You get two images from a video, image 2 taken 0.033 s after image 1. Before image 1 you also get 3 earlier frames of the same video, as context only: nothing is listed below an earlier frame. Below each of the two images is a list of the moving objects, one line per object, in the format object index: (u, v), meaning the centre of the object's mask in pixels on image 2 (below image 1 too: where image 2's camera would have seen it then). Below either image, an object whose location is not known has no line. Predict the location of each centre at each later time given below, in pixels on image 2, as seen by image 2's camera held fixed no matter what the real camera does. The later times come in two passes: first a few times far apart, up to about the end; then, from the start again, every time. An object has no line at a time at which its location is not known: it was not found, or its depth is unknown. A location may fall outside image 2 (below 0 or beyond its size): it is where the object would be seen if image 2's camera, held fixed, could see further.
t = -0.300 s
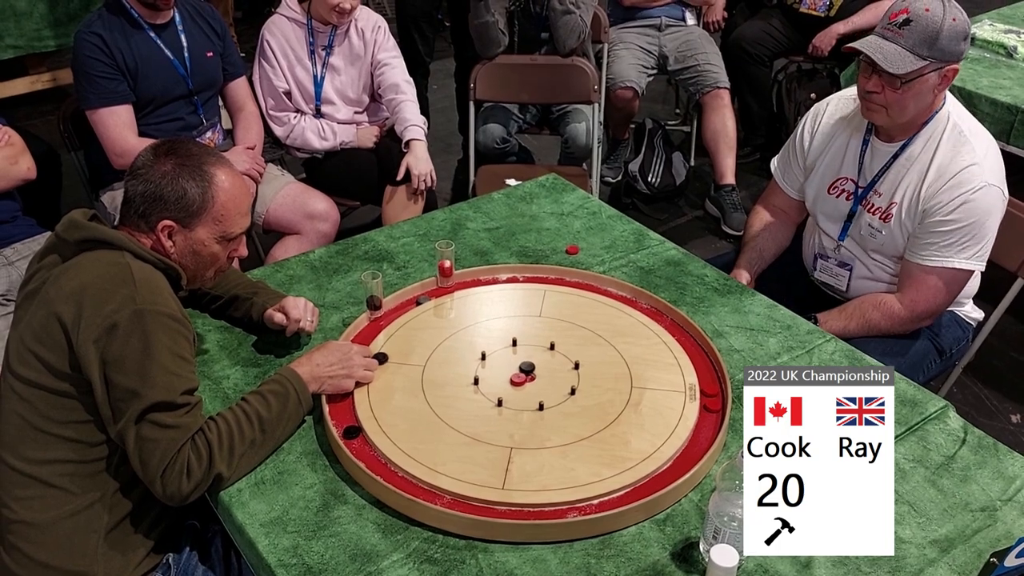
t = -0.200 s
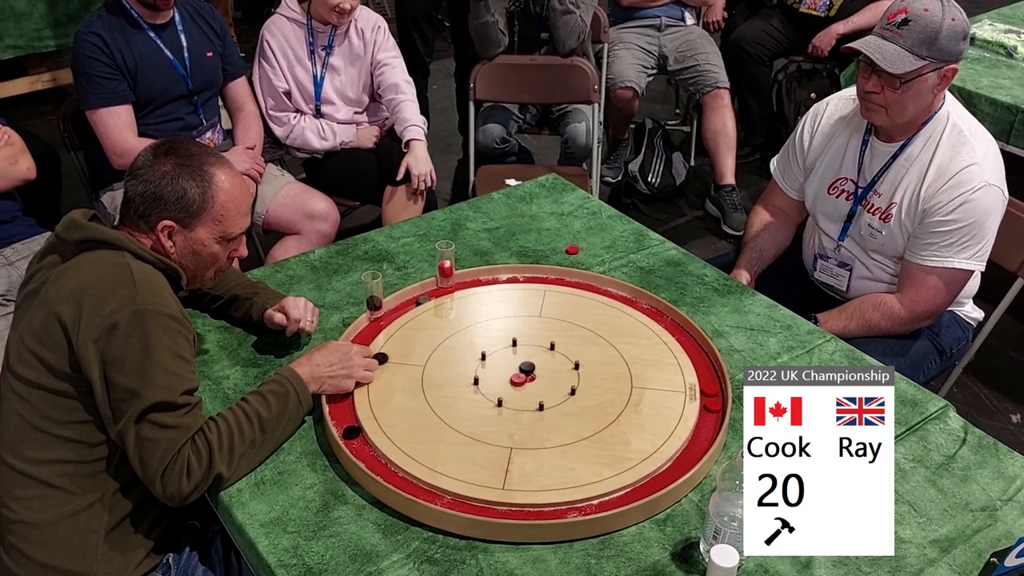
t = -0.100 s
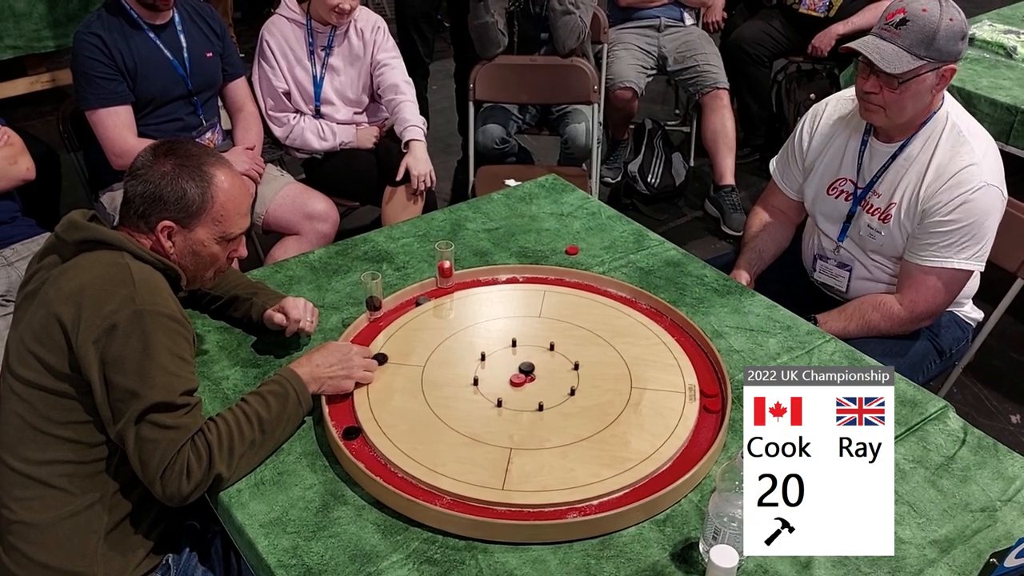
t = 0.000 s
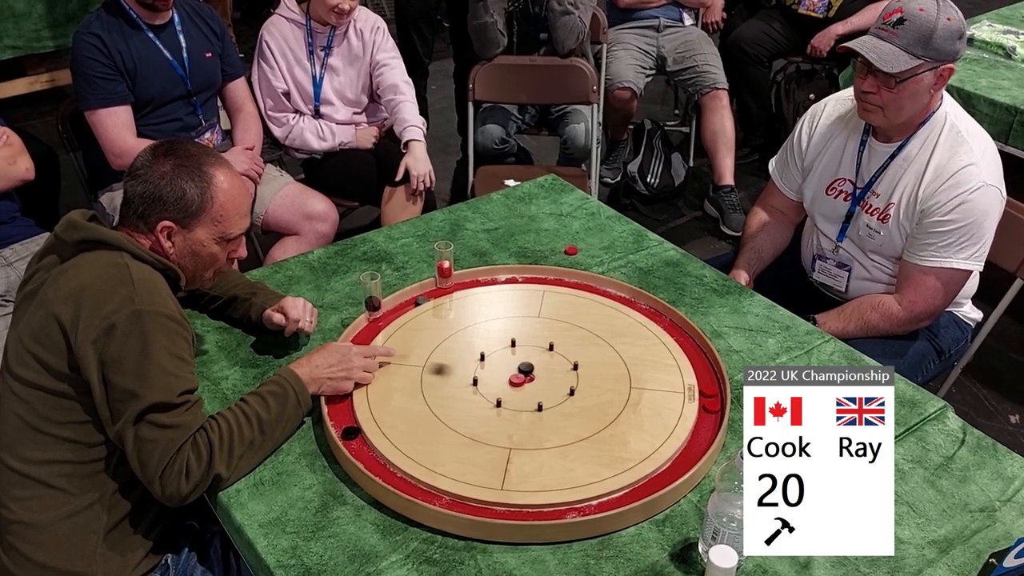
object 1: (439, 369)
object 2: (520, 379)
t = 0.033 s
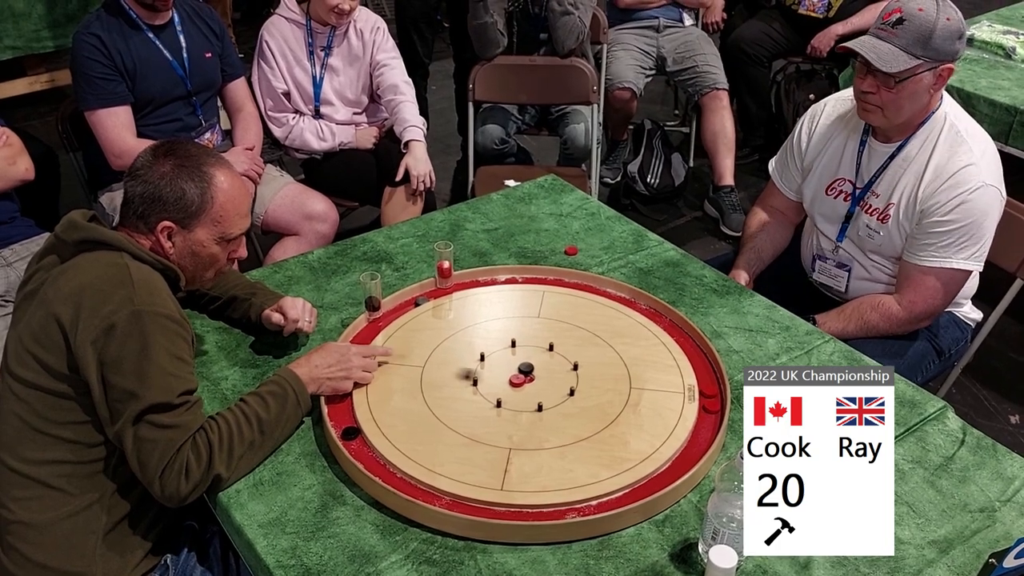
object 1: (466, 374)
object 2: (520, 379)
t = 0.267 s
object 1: (518, 391)
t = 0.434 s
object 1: (523, 394)
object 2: (715, 392)
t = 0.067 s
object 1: (496, 379)
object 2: (520, 379)
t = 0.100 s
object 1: (503, 382)
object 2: (535, 380)
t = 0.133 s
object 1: (507, 384)
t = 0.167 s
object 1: (510, 386)
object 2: (591, 384)
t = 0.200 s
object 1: (513, 388)
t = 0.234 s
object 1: (516, 390)
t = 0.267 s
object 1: (518, 391)
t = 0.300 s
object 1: (519, 392)
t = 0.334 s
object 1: (521, 393)
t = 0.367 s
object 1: (522, 394)
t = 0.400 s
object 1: (522, 394)
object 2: (715, 391)
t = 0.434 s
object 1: (523, 394)
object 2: (715, 392)
